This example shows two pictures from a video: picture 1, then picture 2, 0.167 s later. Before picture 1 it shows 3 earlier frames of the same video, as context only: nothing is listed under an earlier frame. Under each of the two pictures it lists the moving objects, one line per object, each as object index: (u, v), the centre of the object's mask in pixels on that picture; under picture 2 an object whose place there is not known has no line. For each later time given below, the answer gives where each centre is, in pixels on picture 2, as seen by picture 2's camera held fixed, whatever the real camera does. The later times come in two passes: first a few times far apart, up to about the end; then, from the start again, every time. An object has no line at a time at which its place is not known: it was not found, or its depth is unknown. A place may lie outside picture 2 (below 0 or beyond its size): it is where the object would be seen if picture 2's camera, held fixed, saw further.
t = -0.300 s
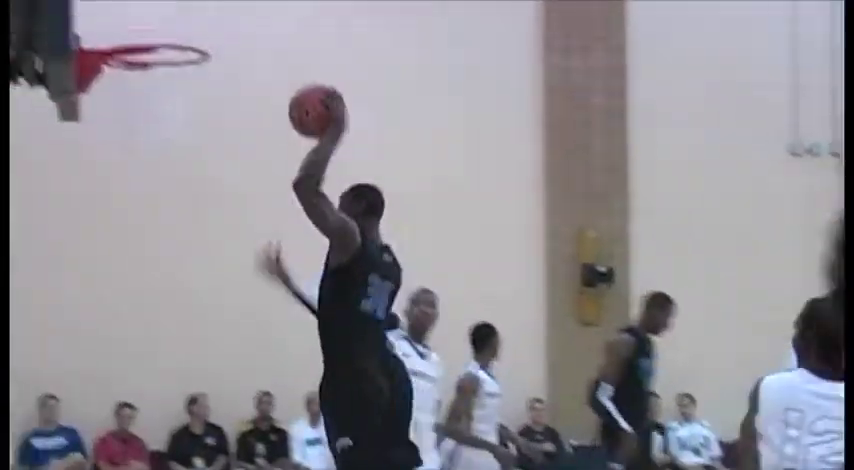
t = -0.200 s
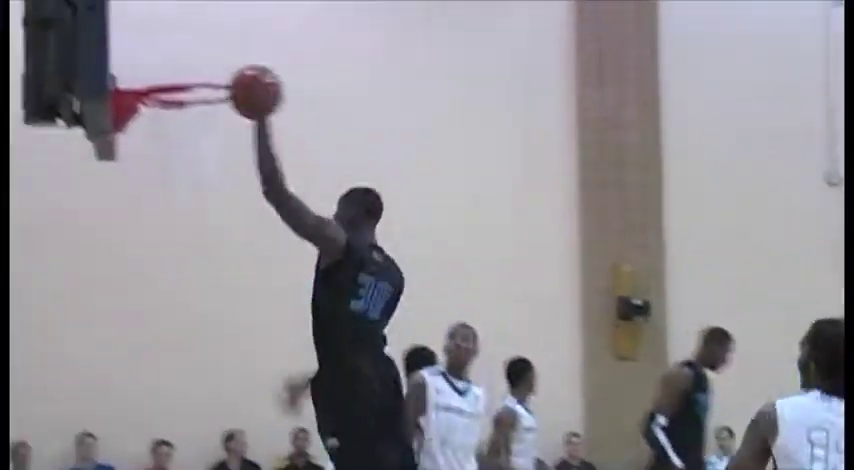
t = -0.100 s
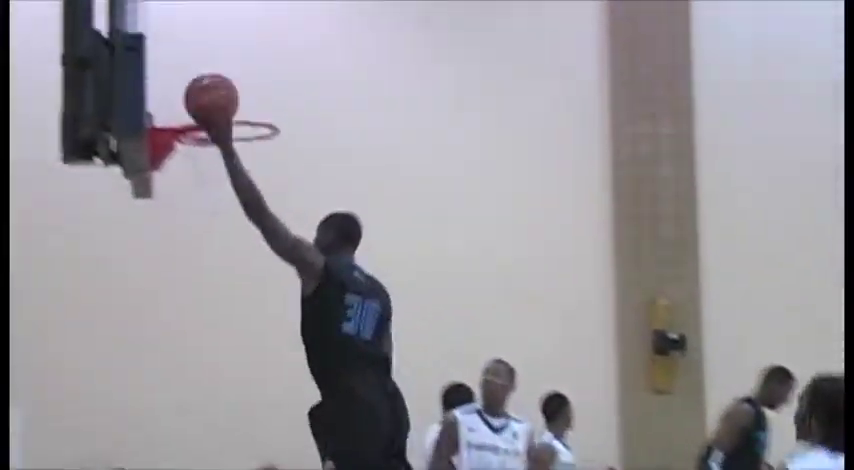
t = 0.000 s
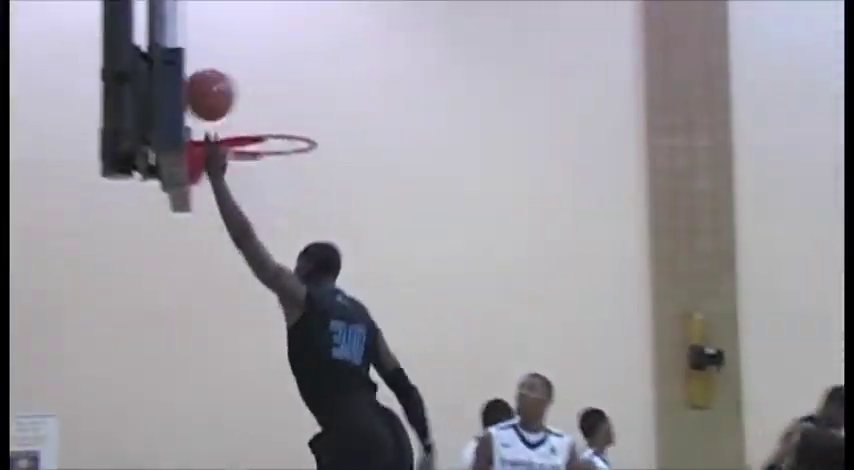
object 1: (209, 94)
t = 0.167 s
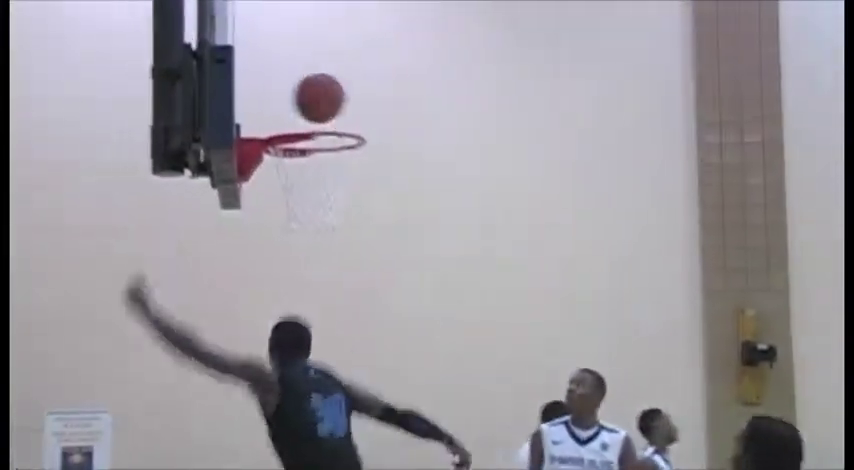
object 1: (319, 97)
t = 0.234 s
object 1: (342, 115)
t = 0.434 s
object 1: (320, 140)
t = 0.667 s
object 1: (289, 193)
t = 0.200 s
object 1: (330, 105)
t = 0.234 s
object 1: (342, 115)
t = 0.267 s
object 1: (344, 119)
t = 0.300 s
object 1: (339, 119)
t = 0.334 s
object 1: (334, 122)
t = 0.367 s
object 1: (330, 126)
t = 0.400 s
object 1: (325, 134)
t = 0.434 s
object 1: (320, 140)
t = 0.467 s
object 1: (316, 142)
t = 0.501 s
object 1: (311, 146)
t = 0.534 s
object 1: (307, 157)
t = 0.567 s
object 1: (302, 161)
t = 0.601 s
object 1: (296, 170)
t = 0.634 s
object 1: (292, 182)
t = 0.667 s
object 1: (289, 193)
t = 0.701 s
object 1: (287, 203)
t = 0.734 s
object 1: (288, 213)
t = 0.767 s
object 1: (289, 224)
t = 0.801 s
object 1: (290, 241)
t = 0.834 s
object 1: (291, 257)
